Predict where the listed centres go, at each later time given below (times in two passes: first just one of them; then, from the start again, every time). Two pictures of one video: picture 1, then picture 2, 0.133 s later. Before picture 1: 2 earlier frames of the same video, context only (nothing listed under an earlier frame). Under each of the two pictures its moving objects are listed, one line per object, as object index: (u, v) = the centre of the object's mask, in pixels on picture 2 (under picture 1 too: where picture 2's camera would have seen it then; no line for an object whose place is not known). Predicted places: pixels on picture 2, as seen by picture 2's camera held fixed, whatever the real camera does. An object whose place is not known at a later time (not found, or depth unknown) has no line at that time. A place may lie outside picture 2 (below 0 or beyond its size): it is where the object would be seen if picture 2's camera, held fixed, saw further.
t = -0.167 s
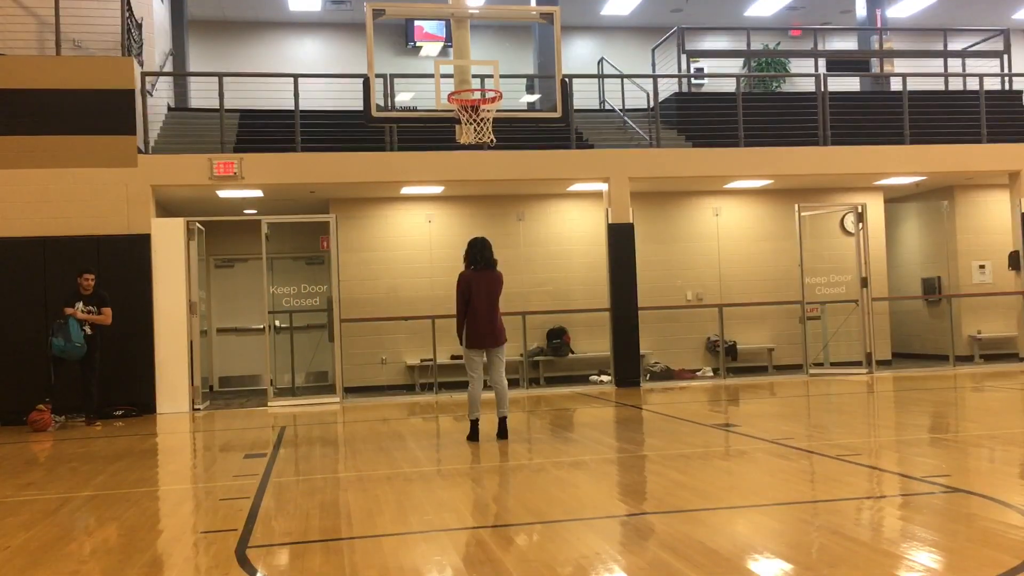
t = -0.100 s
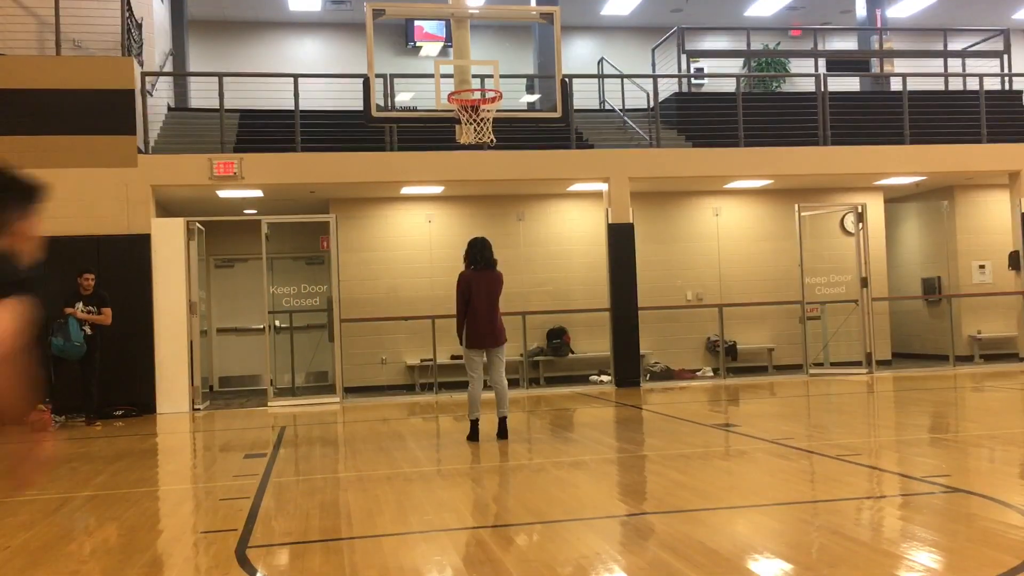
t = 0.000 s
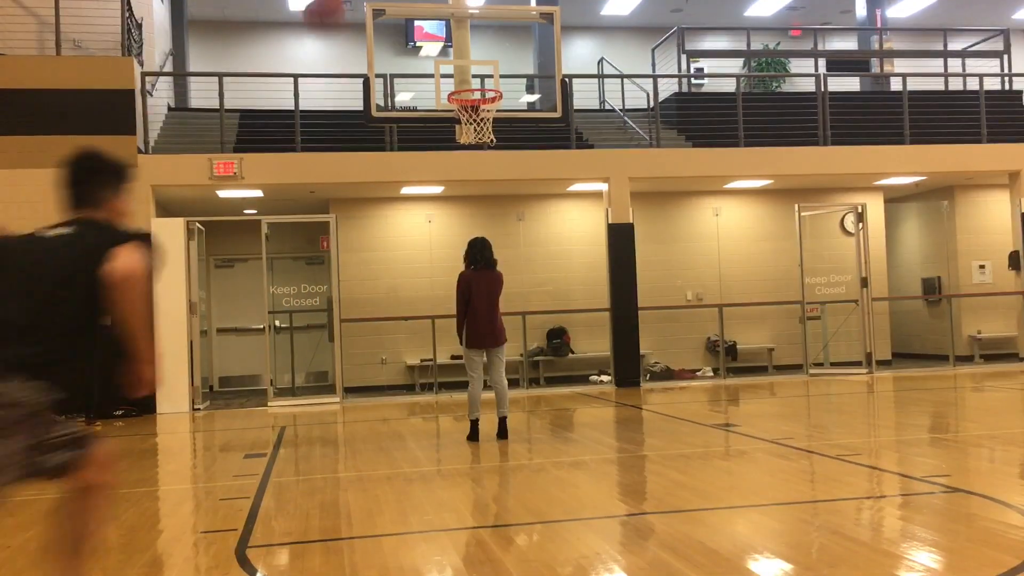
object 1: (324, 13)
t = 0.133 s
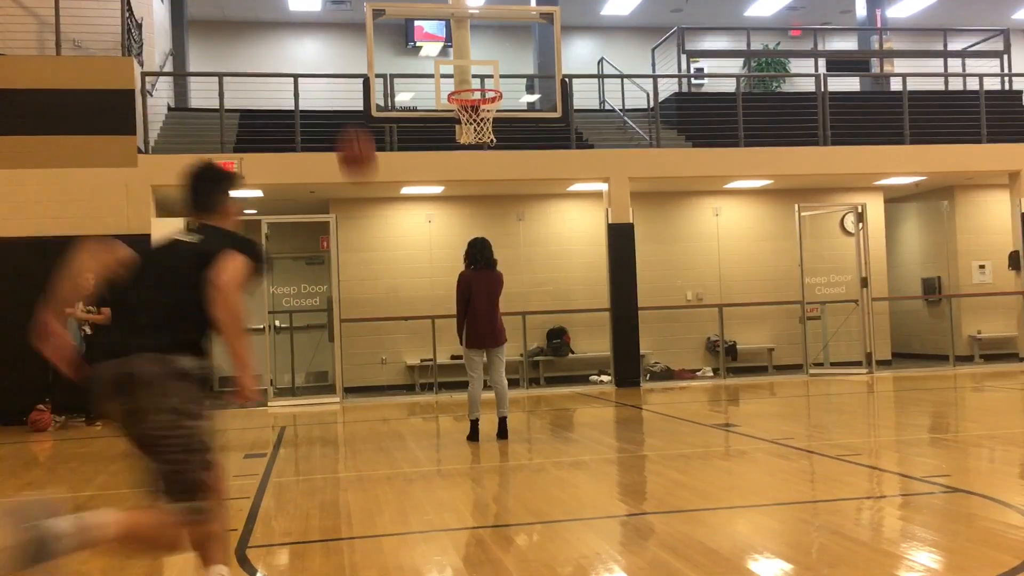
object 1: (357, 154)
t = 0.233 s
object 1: (380, 269)
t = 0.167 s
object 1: (364, 193)
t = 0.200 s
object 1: (372, 233)
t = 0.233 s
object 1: (380, 269)
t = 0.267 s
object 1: (387, 303)
